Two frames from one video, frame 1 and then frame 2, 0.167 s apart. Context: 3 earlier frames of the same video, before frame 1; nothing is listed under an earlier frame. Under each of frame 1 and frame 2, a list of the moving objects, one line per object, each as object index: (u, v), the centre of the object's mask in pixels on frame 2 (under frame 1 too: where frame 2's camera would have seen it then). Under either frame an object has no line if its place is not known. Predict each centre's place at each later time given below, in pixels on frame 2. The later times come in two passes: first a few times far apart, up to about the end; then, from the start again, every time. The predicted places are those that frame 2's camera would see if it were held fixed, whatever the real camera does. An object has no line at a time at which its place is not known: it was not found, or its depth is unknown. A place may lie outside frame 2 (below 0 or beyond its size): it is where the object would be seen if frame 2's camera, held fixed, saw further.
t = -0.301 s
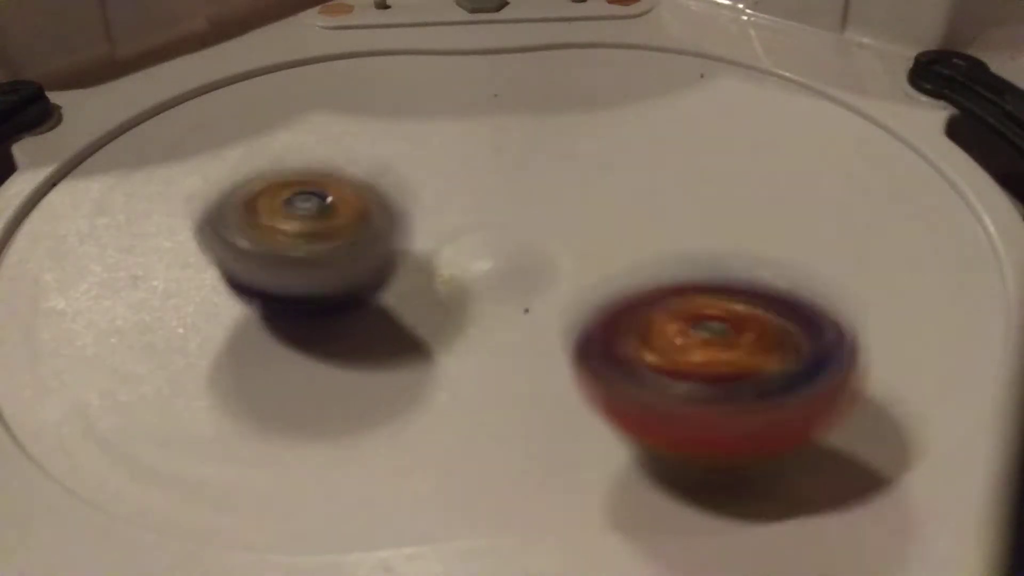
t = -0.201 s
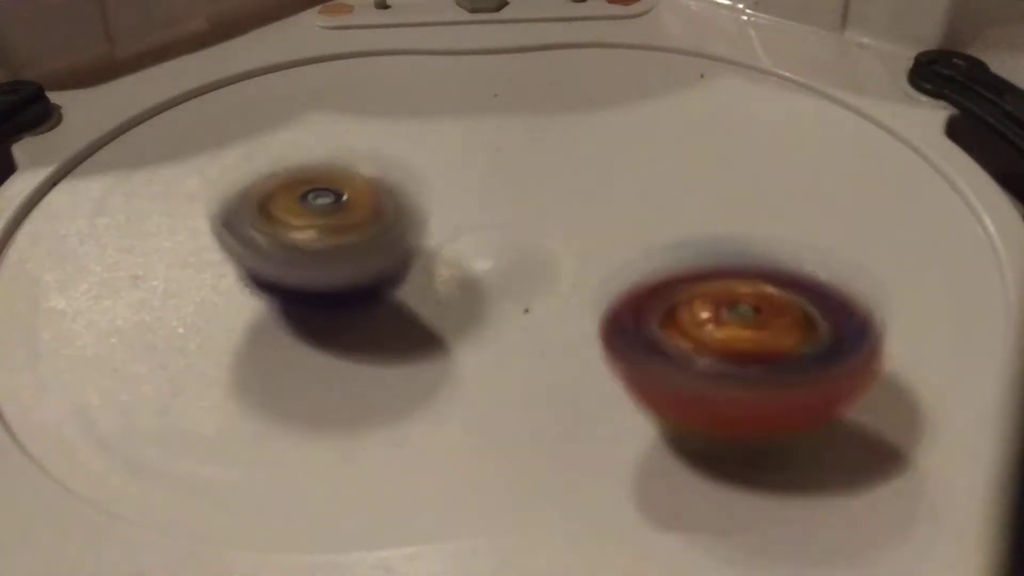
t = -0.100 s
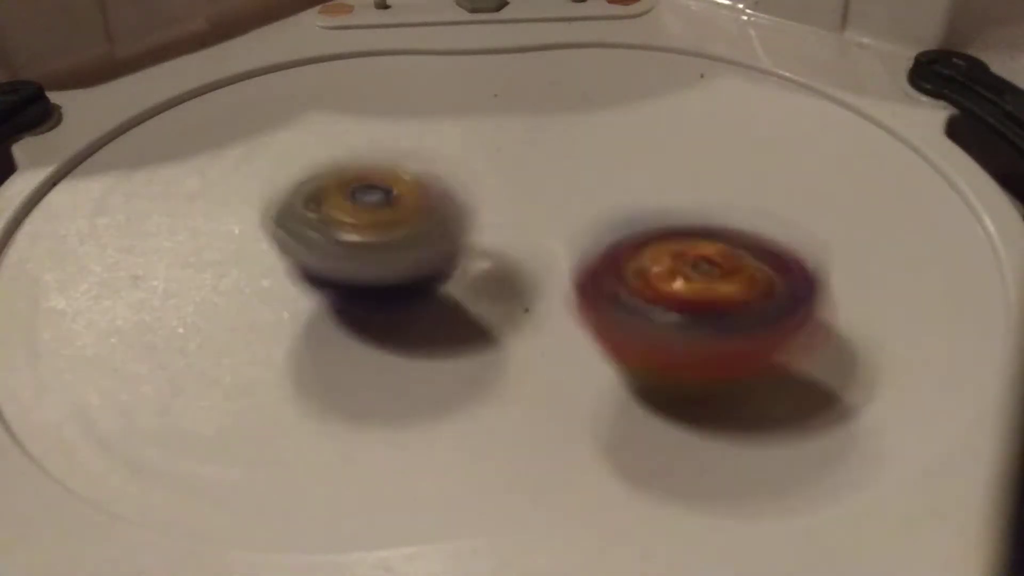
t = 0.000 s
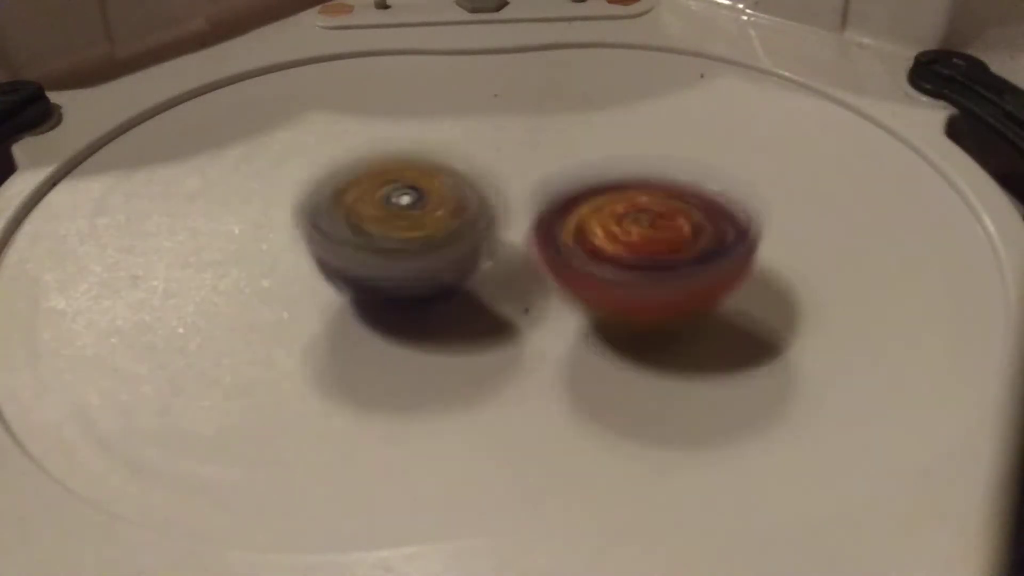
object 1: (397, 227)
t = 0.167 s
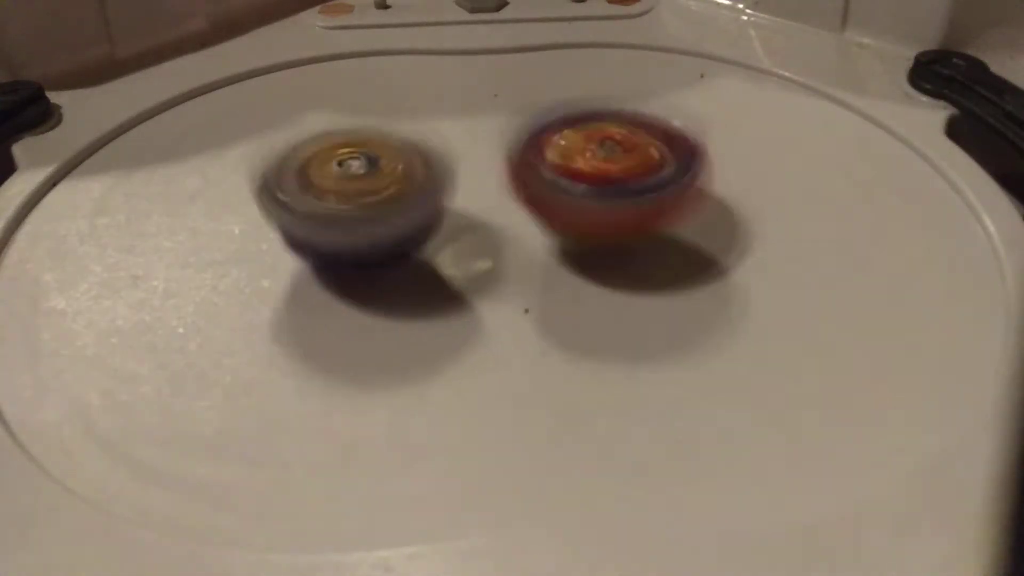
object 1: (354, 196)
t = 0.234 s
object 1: (357, 183)
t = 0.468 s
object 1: (170, 163)
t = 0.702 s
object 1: (219, 169)
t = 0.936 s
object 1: (397, 205)
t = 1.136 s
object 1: (448, 221)
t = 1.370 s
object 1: (452, 250)
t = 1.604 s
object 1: (404, 239)
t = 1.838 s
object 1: (390, 214)
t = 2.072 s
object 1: (396, 211)
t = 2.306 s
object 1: (422, 224)
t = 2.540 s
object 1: (409, 245)
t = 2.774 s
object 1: (453, 246)
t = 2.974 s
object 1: (462, 254)
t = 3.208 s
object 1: (381, 253)
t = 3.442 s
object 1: (378, 209)
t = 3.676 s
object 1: (359, 166)
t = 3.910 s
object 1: (403, 133)
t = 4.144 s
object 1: (475, 139)
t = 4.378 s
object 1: (524, 143)
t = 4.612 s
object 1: (570, 154)
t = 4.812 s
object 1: (567, 168)
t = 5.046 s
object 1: (533, 174)
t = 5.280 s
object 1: (486, 185)
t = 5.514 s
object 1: (477, 175)
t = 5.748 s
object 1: (462, 173)
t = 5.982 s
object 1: (462, 190)
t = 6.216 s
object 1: (432, 217)
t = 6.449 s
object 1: (427, 217)
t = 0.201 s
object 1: (356, 190)
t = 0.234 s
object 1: (357, 183)
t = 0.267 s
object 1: (329, 183)
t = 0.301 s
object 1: (292, 176)
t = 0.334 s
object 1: (260, 176)
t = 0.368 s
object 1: (224, 171)
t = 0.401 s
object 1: (198, 167)
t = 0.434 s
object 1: (181, 165)
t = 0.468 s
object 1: (170, 163)
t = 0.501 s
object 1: (165, 160)
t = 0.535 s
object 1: (161, 159)
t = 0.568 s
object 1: (164, 157)
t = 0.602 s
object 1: (170, 158)
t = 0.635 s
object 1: (180, 160)
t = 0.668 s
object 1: (198, 164)
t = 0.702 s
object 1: (219, 169)
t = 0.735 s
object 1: (239, 173)
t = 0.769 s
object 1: (260, 180)
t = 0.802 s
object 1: (283, 185)
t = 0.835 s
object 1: (310, 192)
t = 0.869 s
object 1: (340, 197)
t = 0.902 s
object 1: (368, 201)
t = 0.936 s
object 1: (397, 205)
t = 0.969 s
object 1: (408, 209)
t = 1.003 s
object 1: (414, 210)
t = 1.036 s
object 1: (424, 211)
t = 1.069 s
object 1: (435, 213)
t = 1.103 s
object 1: (442, 214)
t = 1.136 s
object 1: (448, 221)
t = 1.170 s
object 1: (455, 229)
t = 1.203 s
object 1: (460, 238)
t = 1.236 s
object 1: (466, 247)
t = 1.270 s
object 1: (466, 249)
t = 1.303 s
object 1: (459, 251)
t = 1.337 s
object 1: (455, 250)
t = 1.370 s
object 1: (452, 250)
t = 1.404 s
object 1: (450, 248)
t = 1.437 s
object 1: (448, 244)
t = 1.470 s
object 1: (451, 240)
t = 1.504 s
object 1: (441, 244)
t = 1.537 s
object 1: (428, 240)
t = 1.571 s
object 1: (415, 239)
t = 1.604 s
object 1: (404, 239)
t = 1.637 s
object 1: (397, 237)
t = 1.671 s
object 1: (393, 235)
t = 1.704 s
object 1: (389, 232)
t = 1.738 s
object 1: (388, 228)
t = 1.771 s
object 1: (387, 225)
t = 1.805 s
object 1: (387, 220)
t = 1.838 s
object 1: (390, 214)
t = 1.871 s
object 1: (395, 212)
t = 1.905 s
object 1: (401, 206)
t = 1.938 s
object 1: (408, 205)
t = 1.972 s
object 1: (411, 203)
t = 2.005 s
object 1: (404, 206)
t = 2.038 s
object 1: (398, 209)
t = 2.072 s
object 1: (396, 211)
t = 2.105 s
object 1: (394, 213)
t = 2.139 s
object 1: (395, 213)
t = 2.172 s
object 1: (395, 215)
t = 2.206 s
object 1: (402, 216)
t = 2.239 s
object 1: (408, 219)
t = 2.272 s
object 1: (416, 221)
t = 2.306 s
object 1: (422, 224)
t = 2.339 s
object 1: (416, 229)
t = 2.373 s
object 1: (410, 233)
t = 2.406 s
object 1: (407, 235)
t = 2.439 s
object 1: (404, 241)
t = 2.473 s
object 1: (405, 242)
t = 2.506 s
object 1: (407, 248)
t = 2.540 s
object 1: (409, 245)
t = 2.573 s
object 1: (413, 248)
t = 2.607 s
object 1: (418, 250)
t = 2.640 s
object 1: (421, 252)
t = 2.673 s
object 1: (427, 253)
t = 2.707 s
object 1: (436, 248)
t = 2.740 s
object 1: (445, 250)
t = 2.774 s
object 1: (453, 246)
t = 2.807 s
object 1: (462, 244)
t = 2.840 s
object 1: (475, 239)
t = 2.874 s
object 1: (489, 237)
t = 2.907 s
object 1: (486, 244)
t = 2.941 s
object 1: (473, 252)
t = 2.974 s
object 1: (462, 254)
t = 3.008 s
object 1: (449, 259)
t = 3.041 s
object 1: (431, 264)
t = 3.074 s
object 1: (413, 264)
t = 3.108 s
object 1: (400, 261)
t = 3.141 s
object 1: (389, 259)
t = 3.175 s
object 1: (386, 256)
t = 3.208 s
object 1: (381, 253)
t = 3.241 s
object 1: (375, 250)
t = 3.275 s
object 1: (375, 243)
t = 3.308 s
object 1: (377, 234)
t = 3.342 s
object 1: (381, 229)
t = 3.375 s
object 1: (389, 220)
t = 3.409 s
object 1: (386, 215)
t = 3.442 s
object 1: (378, 209)
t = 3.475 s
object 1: (372, 204)
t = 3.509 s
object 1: (367, 199)
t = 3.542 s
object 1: (361, 190)
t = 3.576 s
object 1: (355, 181)
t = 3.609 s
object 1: (356, 177)
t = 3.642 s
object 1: (359, 172)
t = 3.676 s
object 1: (359, 166)
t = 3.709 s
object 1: (366, 163)
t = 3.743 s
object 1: (373, 156)
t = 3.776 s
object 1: (378, 151)
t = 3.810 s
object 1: (380, 148)
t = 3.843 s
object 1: (387, 143)
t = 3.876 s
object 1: (394, 139)
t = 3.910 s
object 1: (403, 133)
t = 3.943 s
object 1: (410, 135)
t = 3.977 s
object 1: (421, 135)
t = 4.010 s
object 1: (431, 134)
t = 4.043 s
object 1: (441, 134)
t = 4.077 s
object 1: (450, 138)
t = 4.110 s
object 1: (467, 139)
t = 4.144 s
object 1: (475, 139)
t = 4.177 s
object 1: (485, 141)
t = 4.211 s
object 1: (493, 144)
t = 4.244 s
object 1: (501, 142)
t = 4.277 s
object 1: (506, 144)
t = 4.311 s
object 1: (514, 141)
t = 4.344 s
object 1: (518, 140)
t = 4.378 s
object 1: (524, 143)
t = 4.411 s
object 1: (532, 143)
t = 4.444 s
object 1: (534, 144)
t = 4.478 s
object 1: (542, 147)
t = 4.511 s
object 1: (552, 149)
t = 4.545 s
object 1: (557, 158)
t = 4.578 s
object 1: (564, 158)
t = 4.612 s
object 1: (570, 154)
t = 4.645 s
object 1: (568, 157)
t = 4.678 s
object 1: (569, 158)
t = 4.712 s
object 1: (571, 159)
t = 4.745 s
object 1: (572, 167)
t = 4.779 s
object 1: (569, 164)
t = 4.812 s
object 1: (567, 168)
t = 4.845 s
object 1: (568, 161)
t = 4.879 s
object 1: (561, 162)
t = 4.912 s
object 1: (558, 164)
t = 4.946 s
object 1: (550, 168)
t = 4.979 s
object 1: (549, 171)
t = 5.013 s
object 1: (541, 172)
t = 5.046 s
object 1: (533, 174)
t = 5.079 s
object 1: (526, 178)
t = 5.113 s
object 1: (512, 174)
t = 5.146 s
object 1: (502, 177)
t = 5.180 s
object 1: (494, 178)
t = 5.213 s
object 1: (487, 181)
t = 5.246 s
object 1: (487, 182)
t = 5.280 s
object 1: (486, 185)
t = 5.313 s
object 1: (486, 184)
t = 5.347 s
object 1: (484, 187)
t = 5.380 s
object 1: (481, 186)
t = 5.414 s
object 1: (475, 180)
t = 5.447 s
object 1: (474, 178)
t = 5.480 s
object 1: (467, 175)
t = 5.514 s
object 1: (477, 175)
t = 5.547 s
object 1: (471, 175)
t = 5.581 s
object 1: (473, 172)
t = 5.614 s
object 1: (469, 169)
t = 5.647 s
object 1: (464, 167)
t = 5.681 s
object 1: (468, 163)
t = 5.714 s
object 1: (465, 166)
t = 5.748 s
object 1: (462, 173)
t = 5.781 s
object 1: (460, 172)
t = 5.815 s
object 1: (455, 168)
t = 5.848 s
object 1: (447, 172)
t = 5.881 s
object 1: (450, 176)
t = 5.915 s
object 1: (451, 179)
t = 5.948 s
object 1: (453, 184)
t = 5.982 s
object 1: (462, 190)
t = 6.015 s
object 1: (471, 194)
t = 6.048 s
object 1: (475, 196)
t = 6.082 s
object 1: (464, 198)
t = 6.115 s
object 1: (455, 204)
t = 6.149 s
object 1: (448, 209)
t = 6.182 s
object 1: (442, 213)
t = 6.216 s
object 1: (432, 217)
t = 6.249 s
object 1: (428, 219)
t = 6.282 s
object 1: (427, 217)
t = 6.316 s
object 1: (427, 217)
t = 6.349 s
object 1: (427, 217)
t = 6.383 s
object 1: (427, 217)
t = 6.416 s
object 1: (427, 217)
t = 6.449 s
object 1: (427, 217)
